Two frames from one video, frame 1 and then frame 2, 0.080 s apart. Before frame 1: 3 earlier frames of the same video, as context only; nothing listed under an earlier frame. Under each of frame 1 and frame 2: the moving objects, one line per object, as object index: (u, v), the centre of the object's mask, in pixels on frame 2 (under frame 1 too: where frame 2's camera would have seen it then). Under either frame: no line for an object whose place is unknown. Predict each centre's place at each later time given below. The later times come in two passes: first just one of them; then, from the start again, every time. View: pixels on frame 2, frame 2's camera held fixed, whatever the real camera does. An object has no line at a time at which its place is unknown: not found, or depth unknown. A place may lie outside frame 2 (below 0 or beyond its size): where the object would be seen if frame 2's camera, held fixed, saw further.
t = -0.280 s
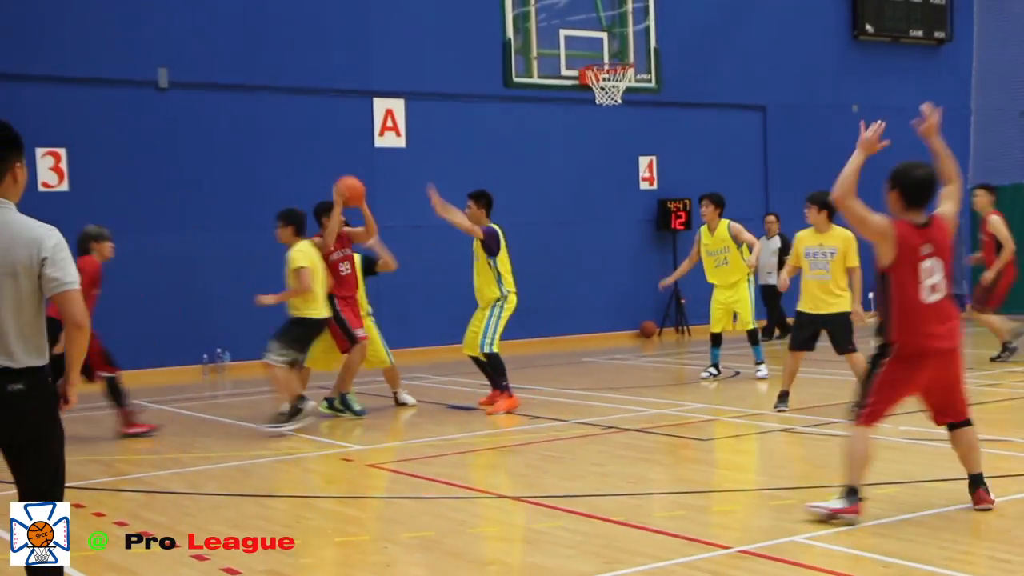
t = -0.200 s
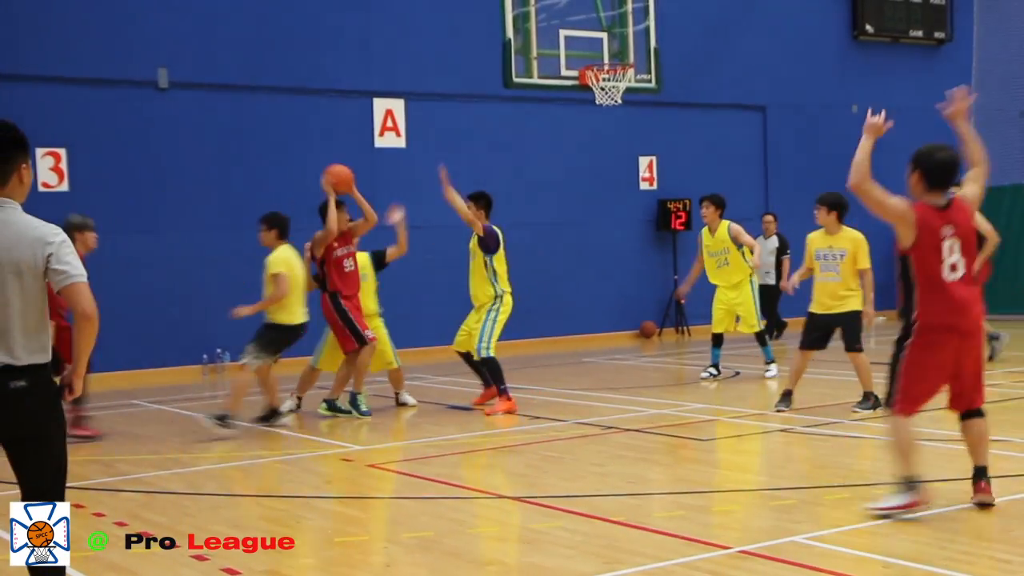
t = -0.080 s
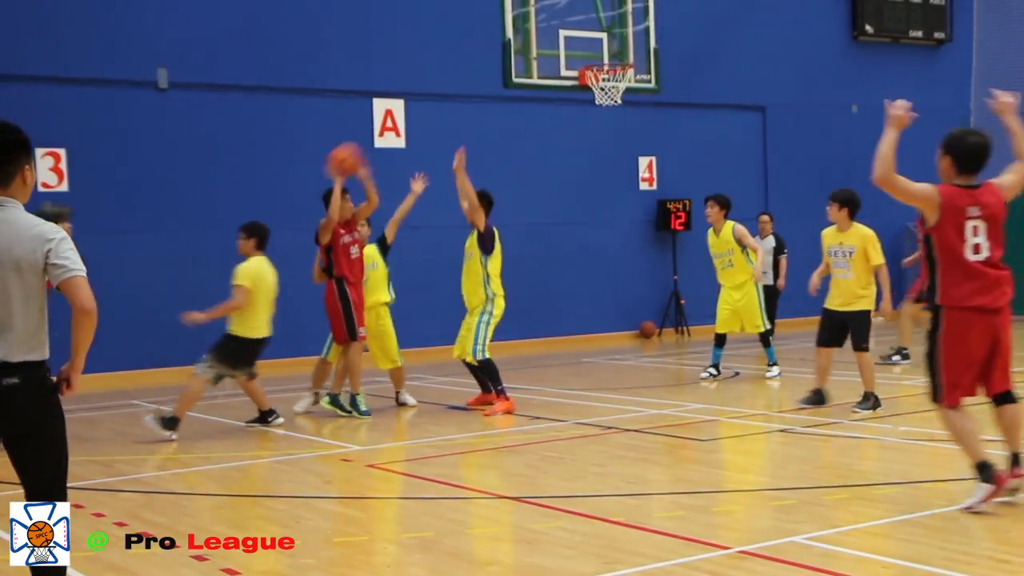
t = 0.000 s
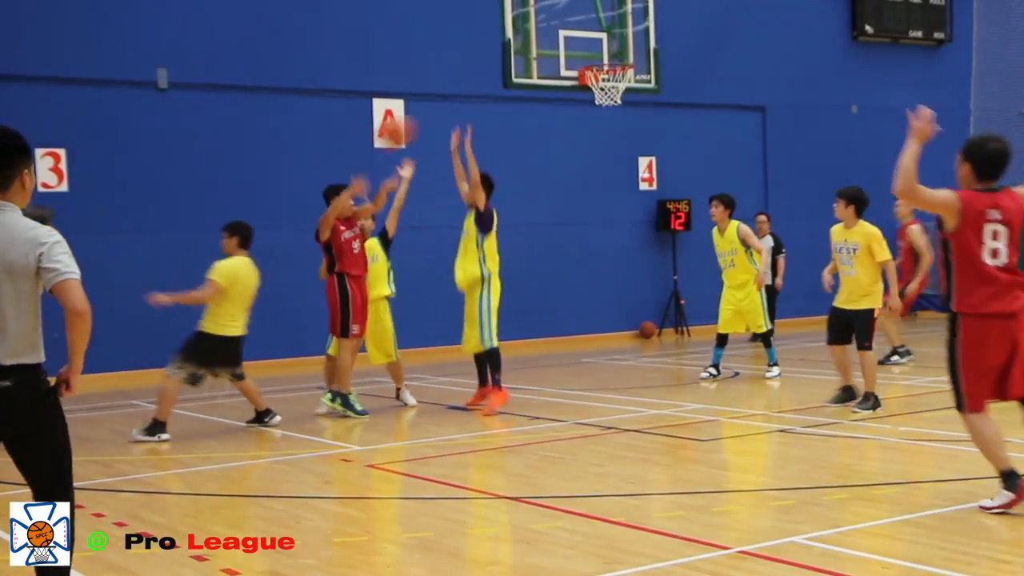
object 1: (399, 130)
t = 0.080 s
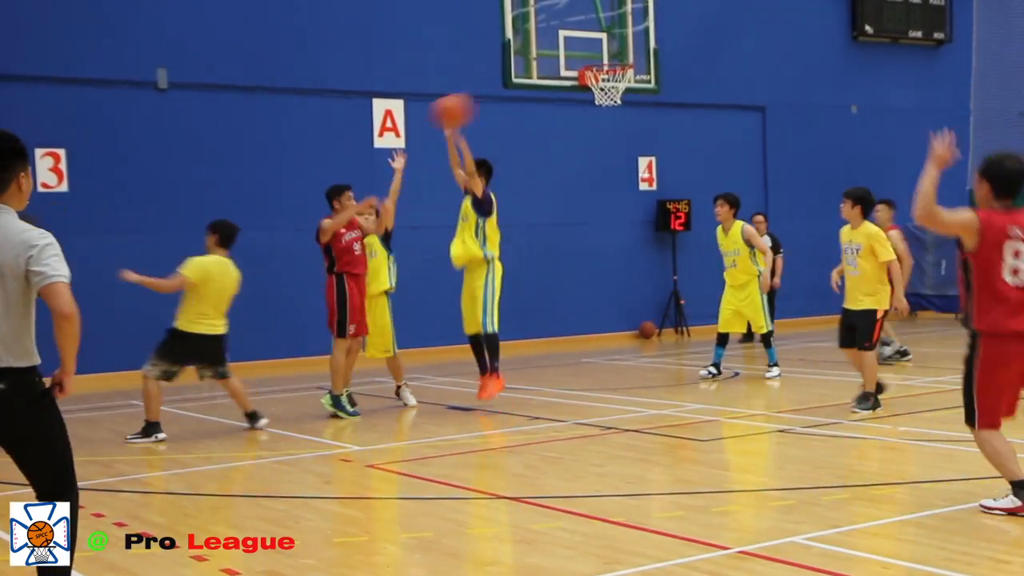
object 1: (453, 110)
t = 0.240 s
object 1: (583, 92)
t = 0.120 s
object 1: (483, 103)
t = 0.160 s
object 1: (515, 97)
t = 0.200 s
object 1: (549, 95)
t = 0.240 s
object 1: (583, 92)
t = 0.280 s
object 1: (626, 94)
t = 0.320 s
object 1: (666, 96)
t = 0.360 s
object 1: (705, 101)
